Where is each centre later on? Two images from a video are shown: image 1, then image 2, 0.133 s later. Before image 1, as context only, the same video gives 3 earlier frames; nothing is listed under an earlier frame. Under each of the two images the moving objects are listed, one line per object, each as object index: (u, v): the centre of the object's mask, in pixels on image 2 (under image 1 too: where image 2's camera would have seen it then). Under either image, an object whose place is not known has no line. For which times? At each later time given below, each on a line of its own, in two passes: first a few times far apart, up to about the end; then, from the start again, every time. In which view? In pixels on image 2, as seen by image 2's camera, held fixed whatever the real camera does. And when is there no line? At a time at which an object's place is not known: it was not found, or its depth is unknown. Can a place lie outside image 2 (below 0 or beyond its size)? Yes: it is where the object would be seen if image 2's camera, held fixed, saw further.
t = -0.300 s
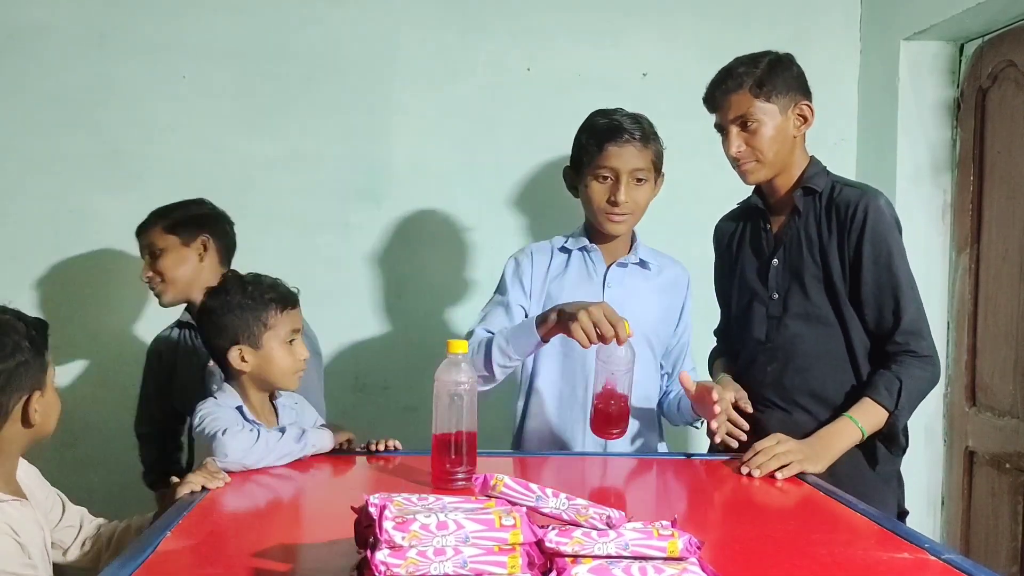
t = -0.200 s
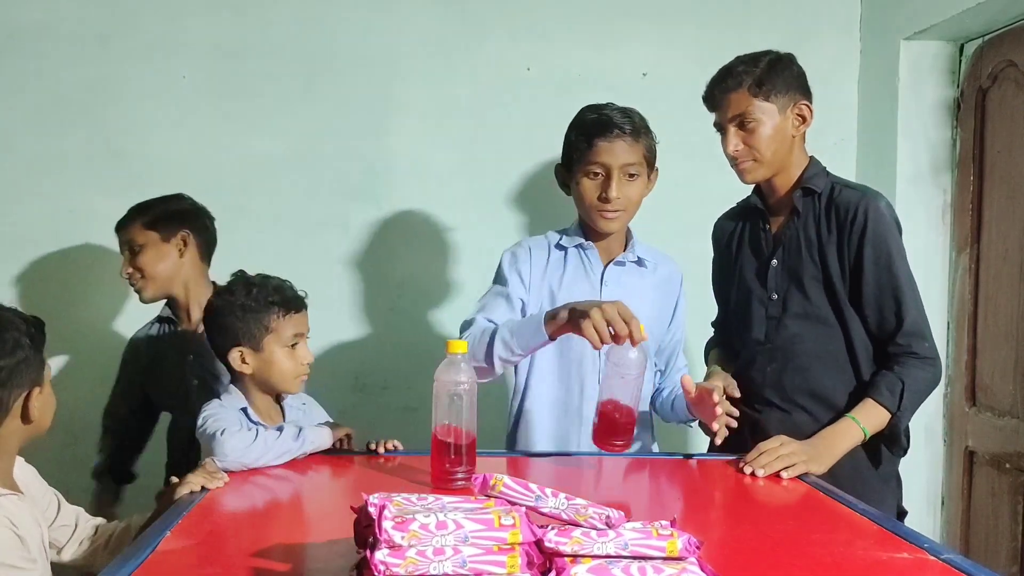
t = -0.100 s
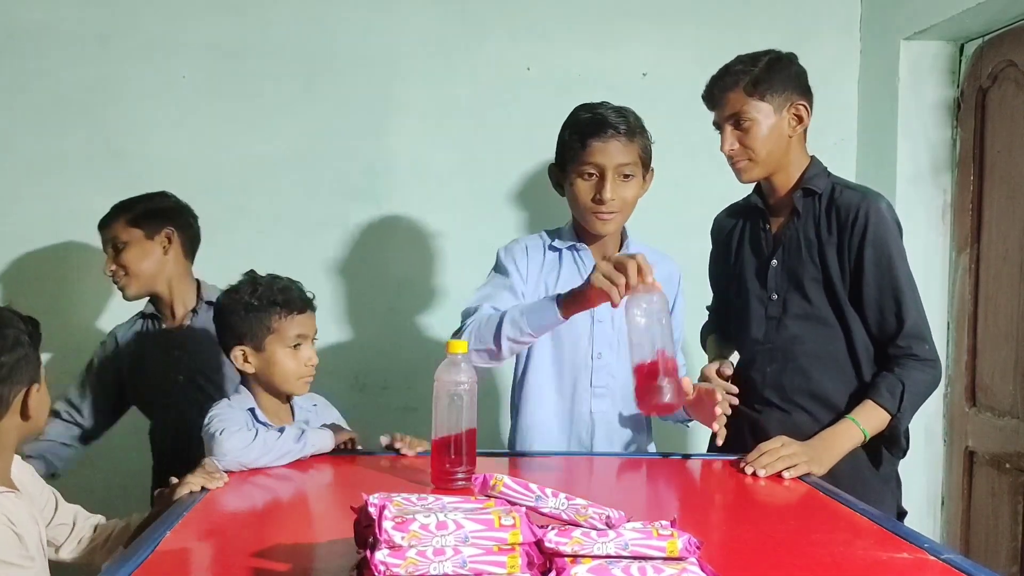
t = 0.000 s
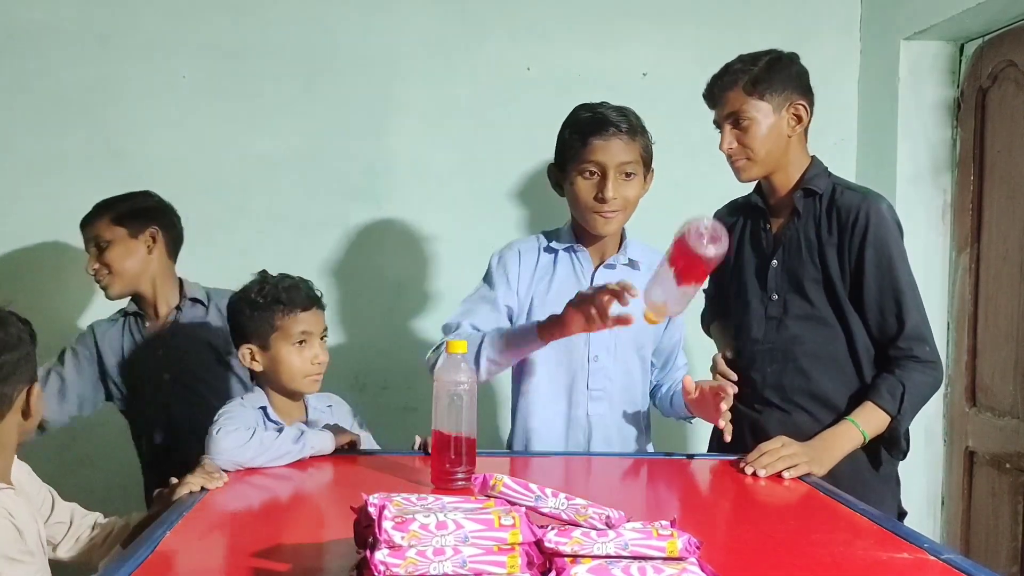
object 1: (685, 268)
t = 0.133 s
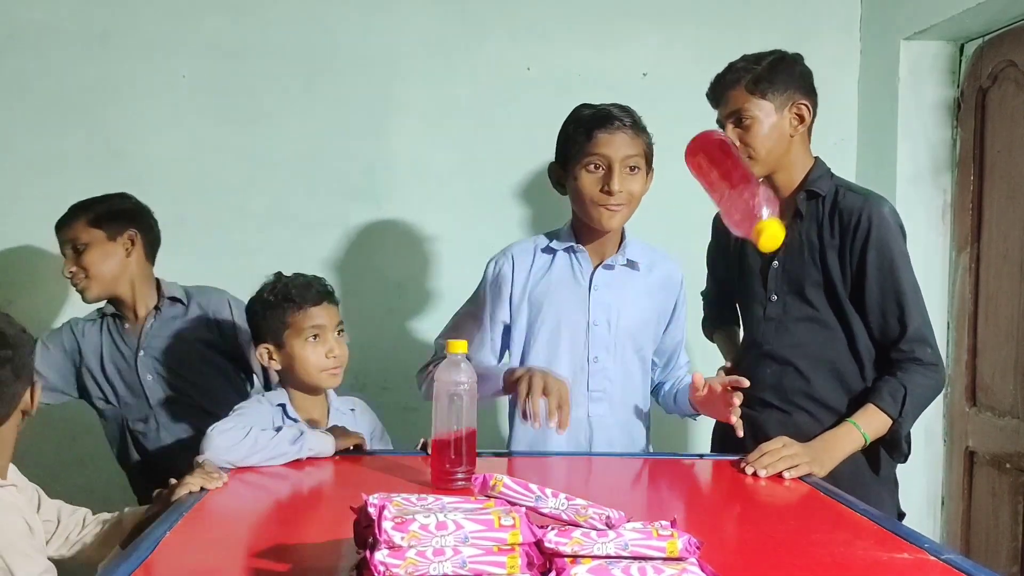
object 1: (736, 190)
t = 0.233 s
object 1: (759, 199)
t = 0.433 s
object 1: (807, 463)
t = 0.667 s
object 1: (882, 507)
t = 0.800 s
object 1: (906, 540)
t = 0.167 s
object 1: (742, 180)
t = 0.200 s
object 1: (751, 183)
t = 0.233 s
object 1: (759, 199)
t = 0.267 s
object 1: (764, 225)
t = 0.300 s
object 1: (775, 259)
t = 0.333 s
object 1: (781, 308)
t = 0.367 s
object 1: (791, 366)
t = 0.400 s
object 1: (795, 445)
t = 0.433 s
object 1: (807, 463)
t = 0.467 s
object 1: (816, 466)
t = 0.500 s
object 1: (821, 467)
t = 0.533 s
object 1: (828, 468)
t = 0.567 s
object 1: (837, 472)
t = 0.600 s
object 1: (847, 477)
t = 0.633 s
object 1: (862, 487)
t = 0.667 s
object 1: (882, 507)
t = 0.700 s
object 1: (897, 540)
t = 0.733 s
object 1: (905, 539)
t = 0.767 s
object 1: (907, 540)
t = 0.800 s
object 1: (906, 540)
